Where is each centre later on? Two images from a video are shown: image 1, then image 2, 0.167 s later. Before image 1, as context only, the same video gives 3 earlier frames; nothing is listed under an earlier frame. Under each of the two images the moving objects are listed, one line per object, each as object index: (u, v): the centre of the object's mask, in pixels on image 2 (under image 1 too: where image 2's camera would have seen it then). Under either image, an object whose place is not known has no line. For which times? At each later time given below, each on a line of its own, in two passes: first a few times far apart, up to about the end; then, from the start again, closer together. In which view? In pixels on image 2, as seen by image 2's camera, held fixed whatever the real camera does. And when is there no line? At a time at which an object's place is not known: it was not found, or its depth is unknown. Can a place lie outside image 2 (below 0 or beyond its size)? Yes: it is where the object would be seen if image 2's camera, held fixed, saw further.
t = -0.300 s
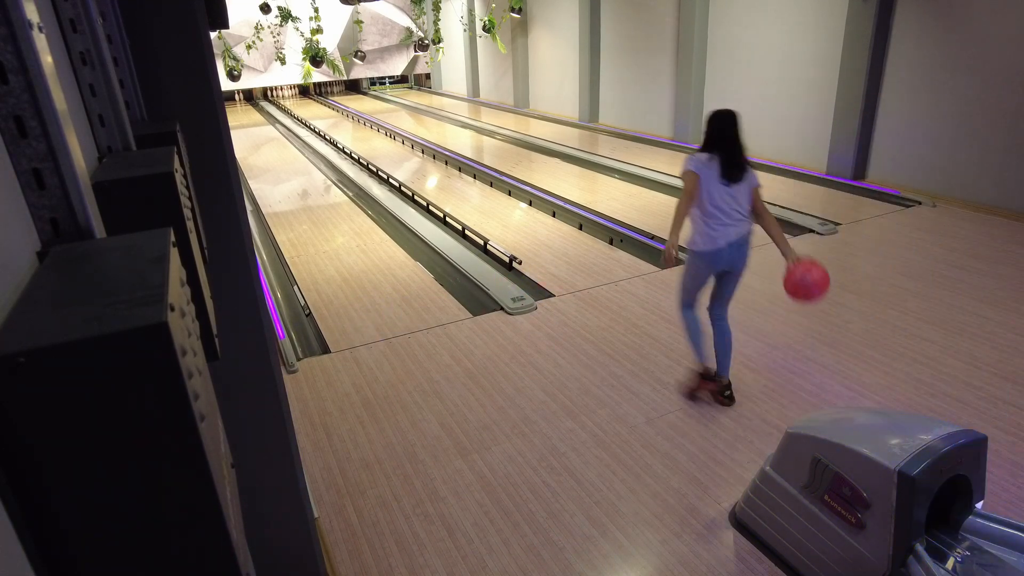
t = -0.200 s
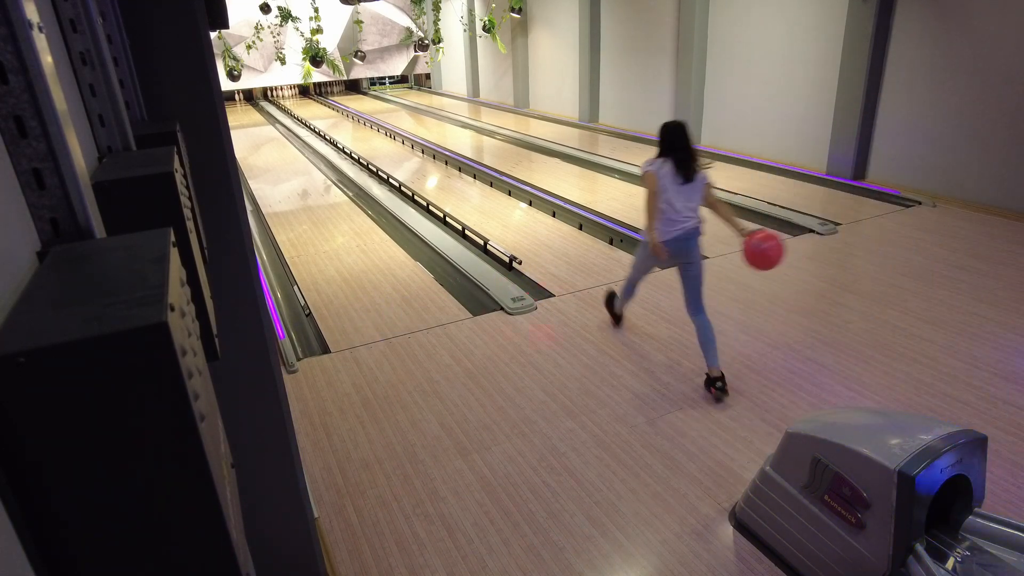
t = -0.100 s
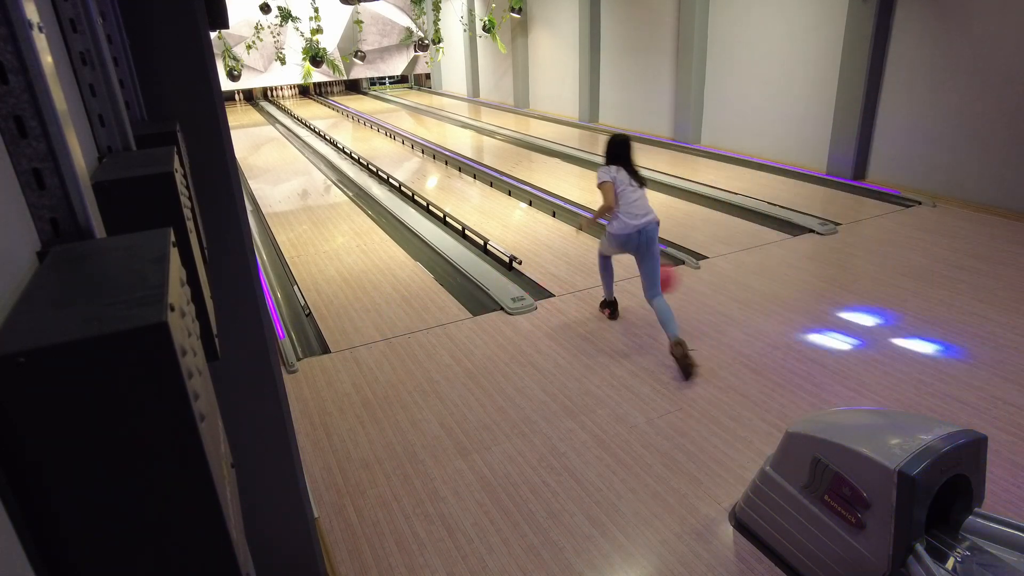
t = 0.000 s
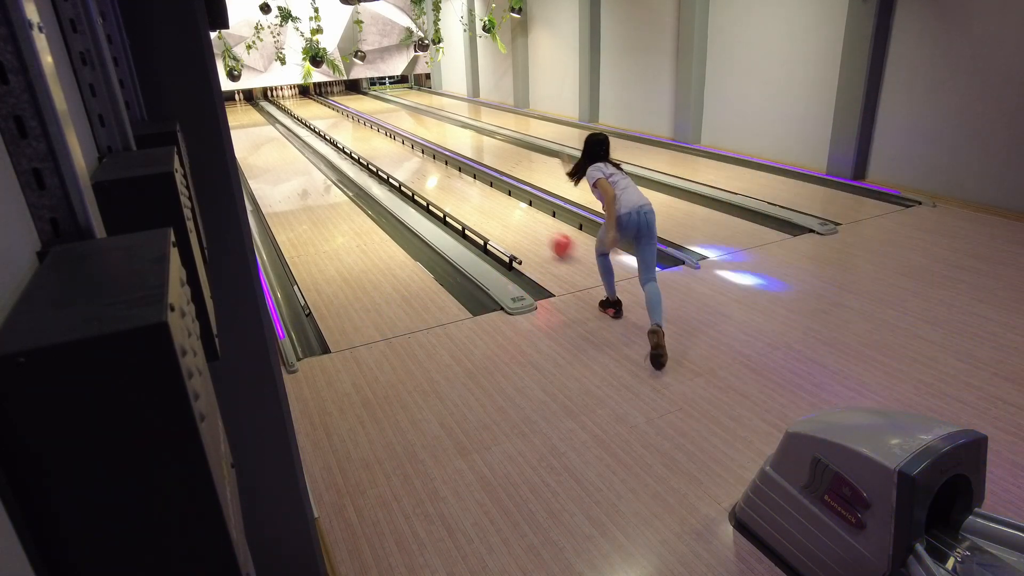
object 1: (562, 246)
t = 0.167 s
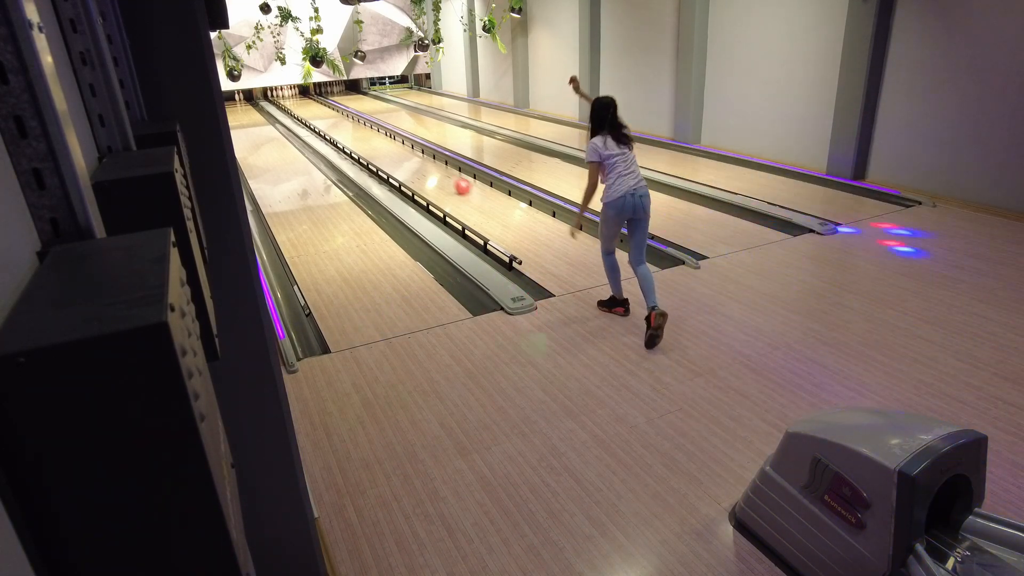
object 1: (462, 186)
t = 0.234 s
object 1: (439, 171)
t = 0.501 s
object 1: (376, 134)
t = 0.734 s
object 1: (344, 116)
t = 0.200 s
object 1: (452, 180)
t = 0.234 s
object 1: (439, 171)
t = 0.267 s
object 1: (426, 164)
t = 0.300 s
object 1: (419, 160)
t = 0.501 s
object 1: (376, 134)
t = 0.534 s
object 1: (369, 130)
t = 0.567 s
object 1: (363, 127)
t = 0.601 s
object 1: (360, 124)
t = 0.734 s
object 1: (344, 116)
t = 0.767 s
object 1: (340, 113)
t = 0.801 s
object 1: (337, 112)
